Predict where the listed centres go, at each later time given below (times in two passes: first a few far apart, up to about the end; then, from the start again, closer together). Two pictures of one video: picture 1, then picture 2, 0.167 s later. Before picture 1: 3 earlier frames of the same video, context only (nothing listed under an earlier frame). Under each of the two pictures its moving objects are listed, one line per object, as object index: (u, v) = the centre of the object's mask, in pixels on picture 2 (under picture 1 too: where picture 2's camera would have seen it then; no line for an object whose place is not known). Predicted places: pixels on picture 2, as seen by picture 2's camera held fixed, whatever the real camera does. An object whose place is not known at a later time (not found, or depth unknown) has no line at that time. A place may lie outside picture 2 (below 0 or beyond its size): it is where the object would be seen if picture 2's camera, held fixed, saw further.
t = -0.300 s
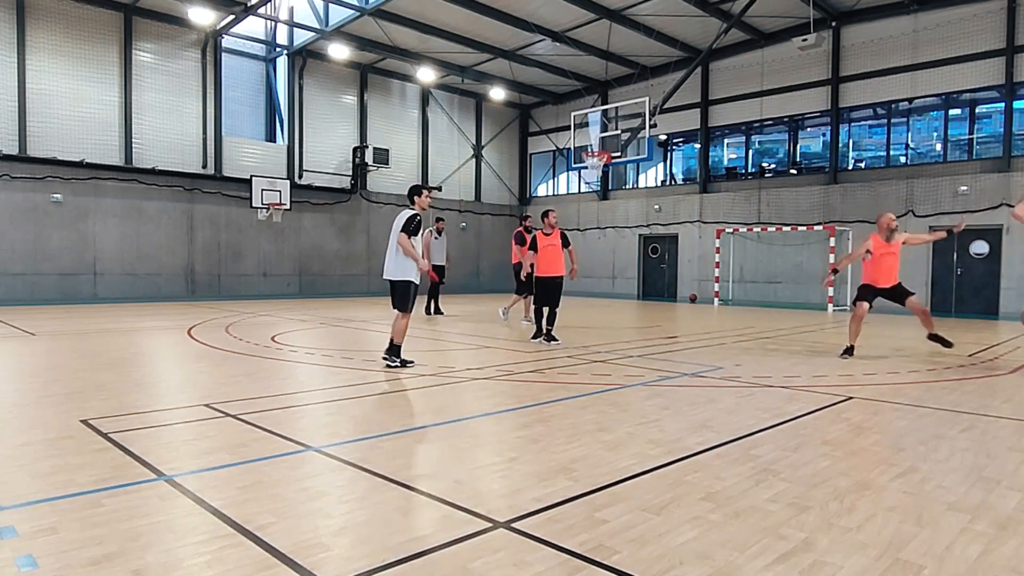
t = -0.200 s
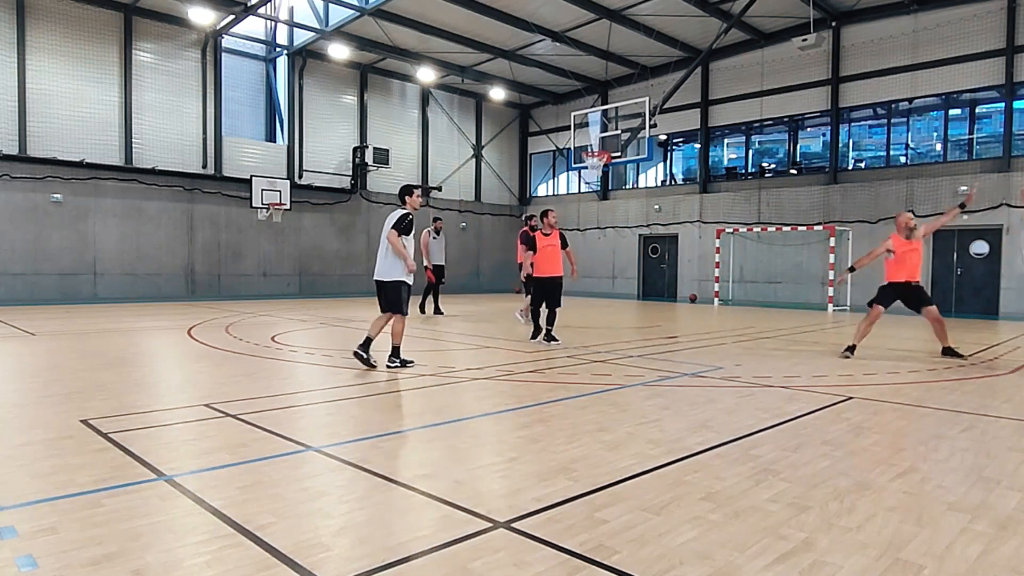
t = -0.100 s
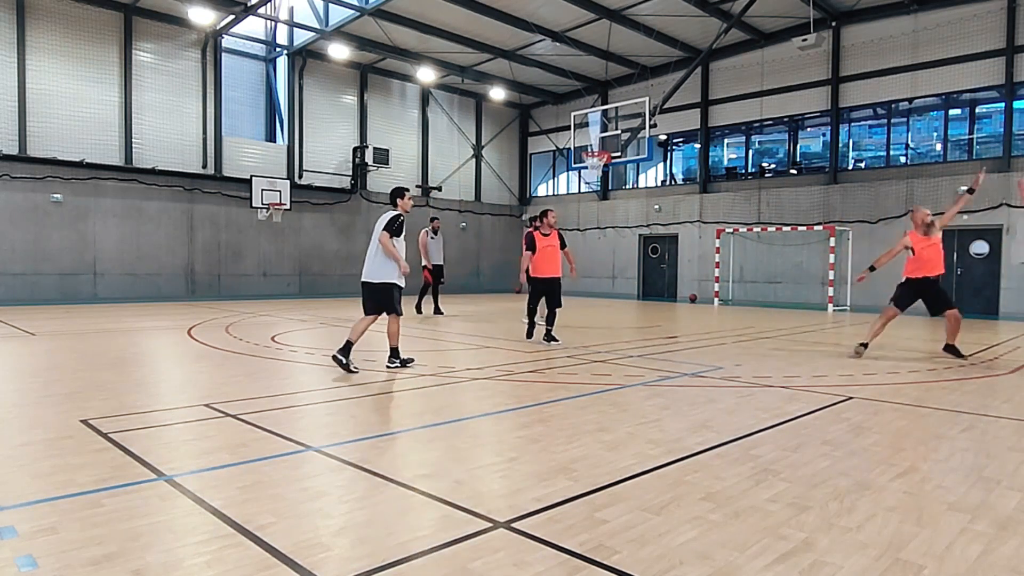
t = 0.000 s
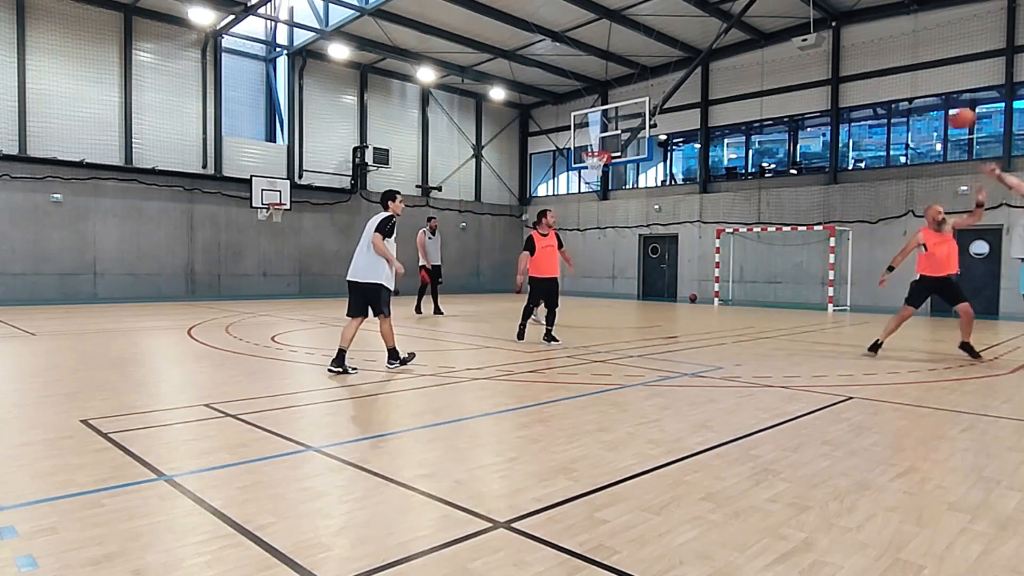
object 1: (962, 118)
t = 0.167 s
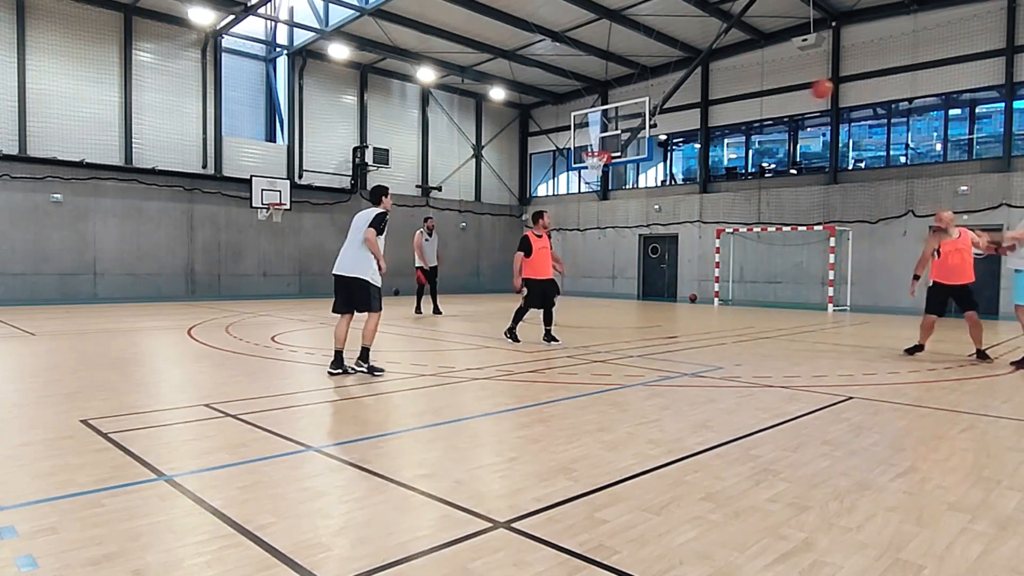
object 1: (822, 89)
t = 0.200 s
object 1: (797, 86)
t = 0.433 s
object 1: (654, 90)
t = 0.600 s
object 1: (574, 112)
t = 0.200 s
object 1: (797, 86)
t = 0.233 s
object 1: (774, 84)
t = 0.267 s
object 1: (752, 84)
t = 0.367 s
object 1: (691, 85)
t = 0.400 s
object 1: (672, 87)
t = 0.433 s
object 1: (654, 90)
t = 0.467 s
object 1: (637, 93)
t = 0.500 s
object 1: (620, 97)
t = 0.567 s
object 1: (588, 106)
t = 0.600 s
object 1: (574, 112)
